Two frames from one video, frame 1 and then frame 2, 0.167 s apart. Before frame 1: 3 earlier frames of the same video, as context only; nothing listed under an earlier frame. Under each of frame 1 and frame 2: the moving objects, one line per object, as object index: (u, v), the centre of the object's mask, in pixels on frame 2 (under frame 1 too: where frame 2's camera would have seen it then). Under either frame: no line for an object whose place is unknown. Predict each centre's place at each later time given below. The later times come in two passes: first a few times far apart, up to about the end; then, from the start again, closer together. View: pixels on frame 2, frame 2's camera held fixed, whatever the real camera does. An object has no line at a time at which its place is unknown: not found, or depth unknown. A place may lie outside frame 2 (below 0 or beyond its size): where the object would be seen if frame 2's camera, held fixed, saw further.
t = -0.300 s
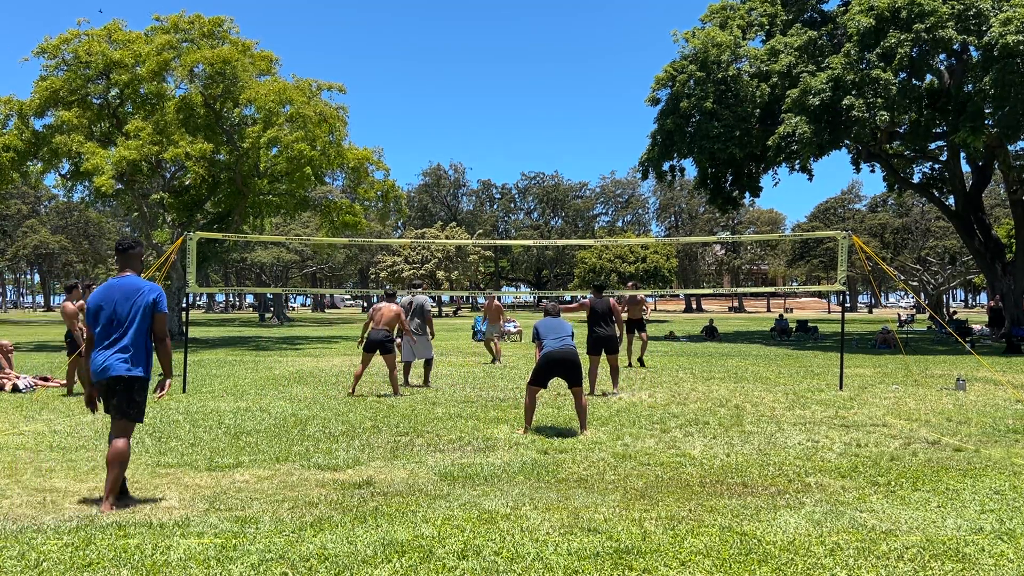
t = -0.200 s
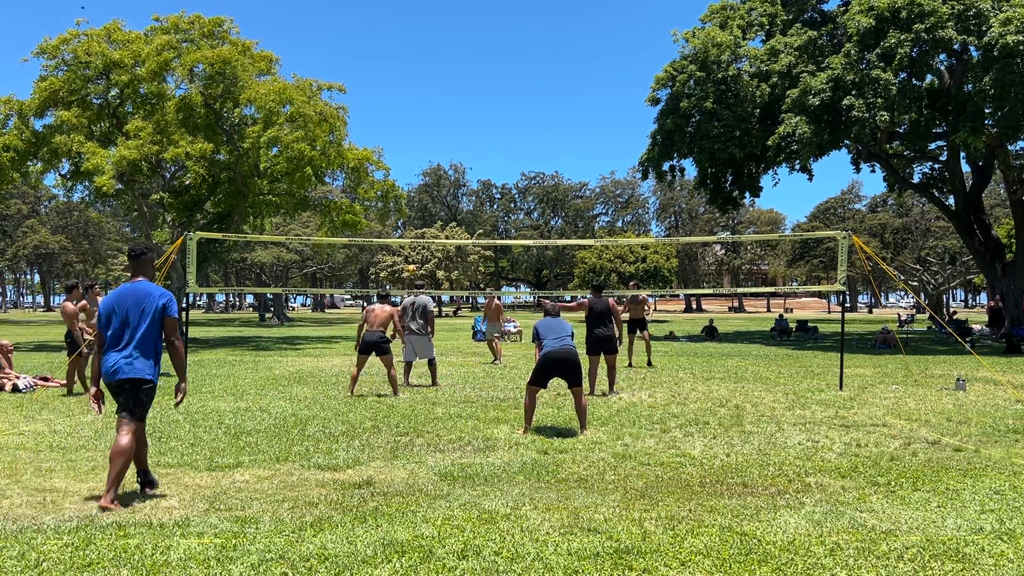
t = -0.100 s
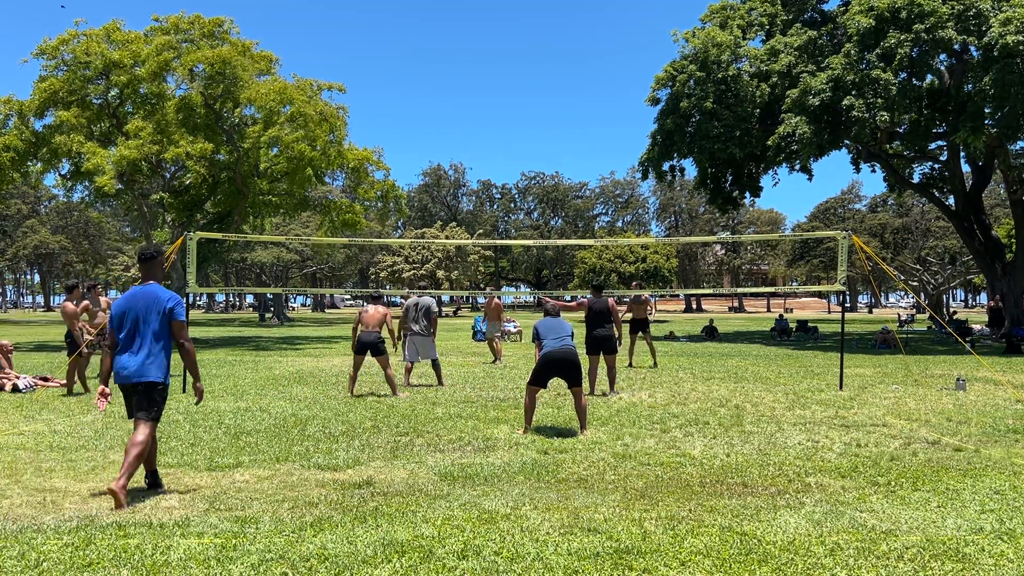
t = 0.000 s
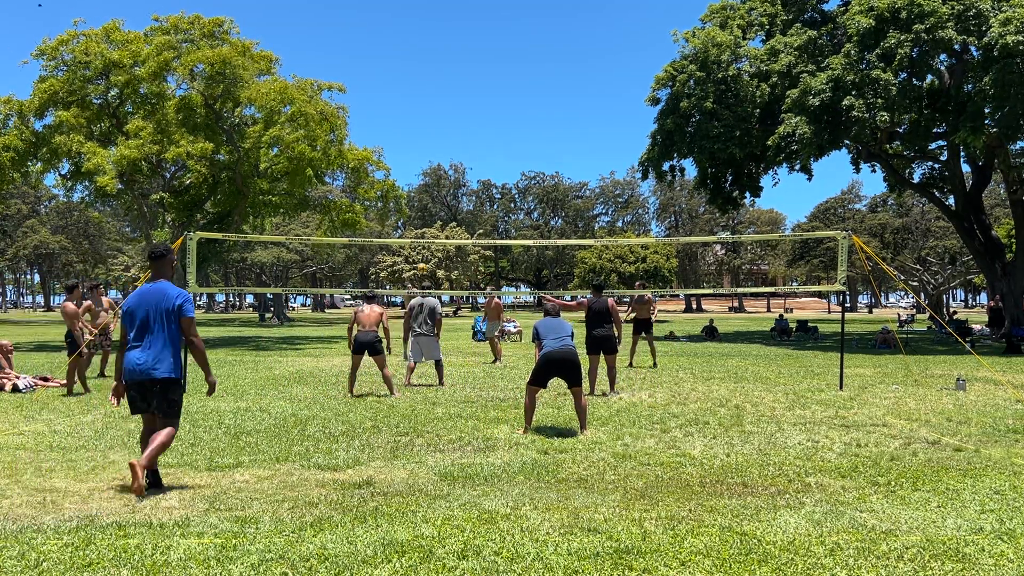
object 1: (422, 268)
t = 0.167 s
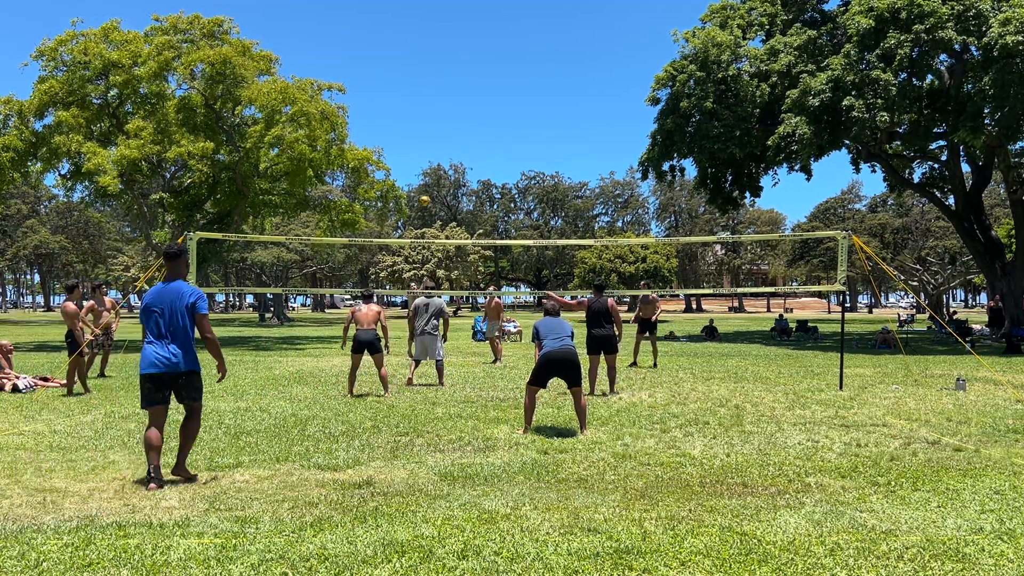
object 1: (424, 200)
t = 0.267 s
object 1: (426, 165)
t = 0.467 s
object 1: (429, 108)
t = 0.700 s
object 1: (432, 61)
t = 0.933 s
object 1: (434, 40)
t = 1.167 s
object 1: (437, 47)
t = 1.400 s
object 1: (439, 84)
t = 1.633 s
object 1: (439, 154)
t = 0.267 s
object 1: (426, 165)
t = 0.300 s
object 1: (427, 154)
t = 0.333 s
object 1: (427, 144)
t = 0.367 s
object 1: (428, 134)
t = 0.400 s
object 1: (428, 125)
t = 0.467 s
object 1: (429, 108)
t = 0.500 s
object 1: (430, 99)
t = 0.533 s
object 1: (430, 92)
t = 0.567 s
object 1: (430, 85)
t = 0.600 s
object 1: (430, 78)
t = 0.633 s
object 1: (431, 72)
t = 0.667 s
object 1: (431, 66)
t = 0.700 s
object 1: (432, 61)
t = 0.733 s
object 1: (432, 56)
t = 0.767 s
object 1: (432, 53)
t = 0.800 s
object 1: (433, 49)
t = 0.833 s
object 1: (433, 46)
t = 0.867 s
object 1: (434, 43)
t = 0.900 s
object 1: (434, 41)
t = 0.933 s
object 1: (434, 40)
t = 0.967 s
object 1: (435, 39)
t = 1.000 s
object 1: (435, 39)
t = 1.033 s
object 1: (436, 39)
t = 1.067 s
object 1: (436, 40)
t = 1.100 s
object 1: (436, 42)
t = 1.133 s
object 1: (437, 44)
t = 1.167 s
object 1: (437, 47)
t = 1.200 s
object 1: (437, 50)
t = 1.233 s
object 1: (437, 54)
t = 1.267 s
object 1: (438, 59)
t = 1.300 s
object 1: (438, 64)
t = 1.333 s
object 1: (438, 70)
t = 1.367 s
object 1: (439, 76)
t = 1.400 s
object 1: (439, 84)
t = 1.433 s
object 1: (439, 92)
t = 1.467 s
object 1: (439, 100)
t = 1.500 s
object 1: (439, 110)
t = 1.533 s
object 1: (439, 119)
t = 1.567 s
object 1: (439, 130)
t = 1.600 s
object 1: (439, 141)
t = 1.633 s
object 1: (439, 154)
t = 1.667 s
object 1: (438, 166)
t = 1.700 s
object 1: (439, 180)
